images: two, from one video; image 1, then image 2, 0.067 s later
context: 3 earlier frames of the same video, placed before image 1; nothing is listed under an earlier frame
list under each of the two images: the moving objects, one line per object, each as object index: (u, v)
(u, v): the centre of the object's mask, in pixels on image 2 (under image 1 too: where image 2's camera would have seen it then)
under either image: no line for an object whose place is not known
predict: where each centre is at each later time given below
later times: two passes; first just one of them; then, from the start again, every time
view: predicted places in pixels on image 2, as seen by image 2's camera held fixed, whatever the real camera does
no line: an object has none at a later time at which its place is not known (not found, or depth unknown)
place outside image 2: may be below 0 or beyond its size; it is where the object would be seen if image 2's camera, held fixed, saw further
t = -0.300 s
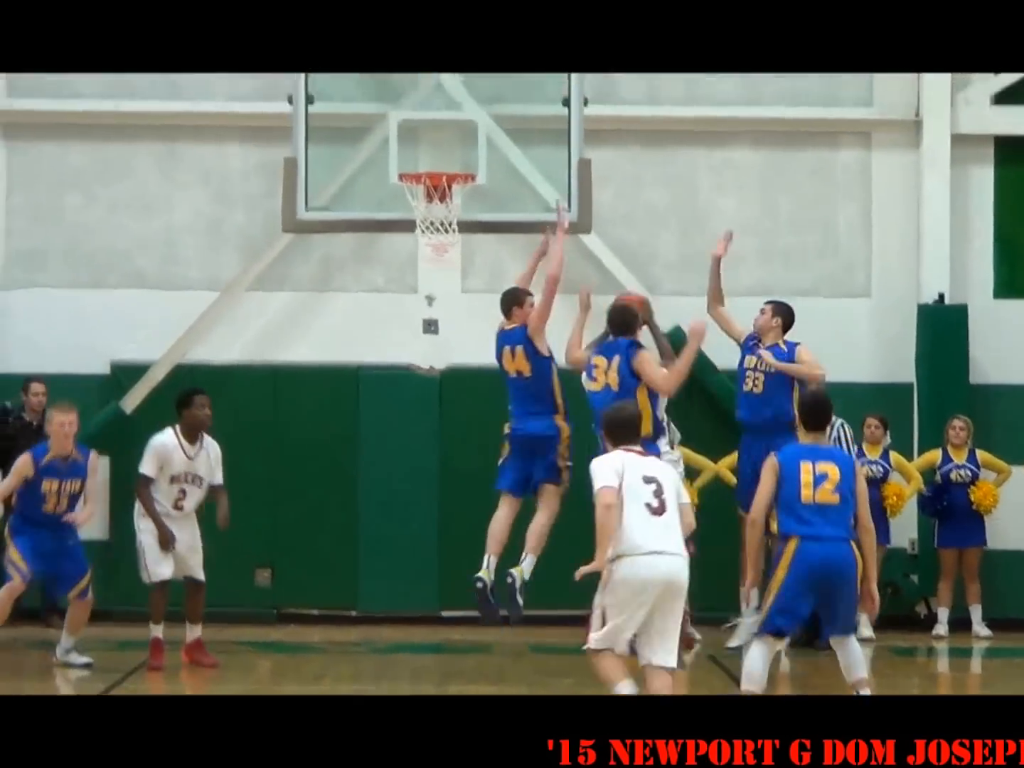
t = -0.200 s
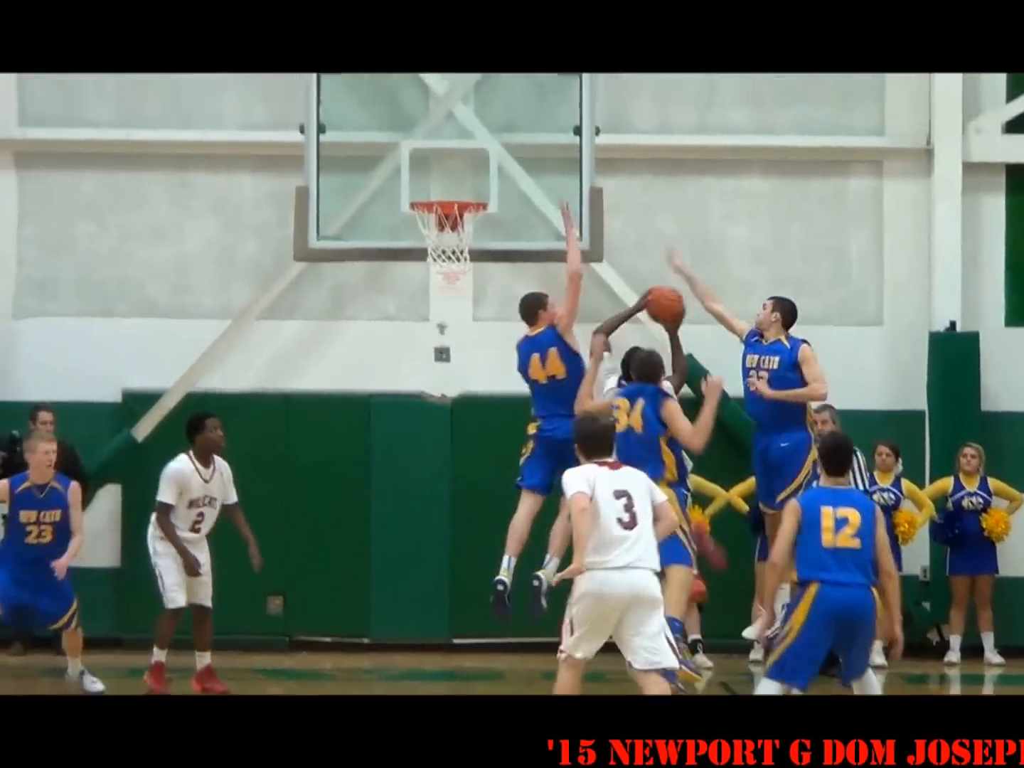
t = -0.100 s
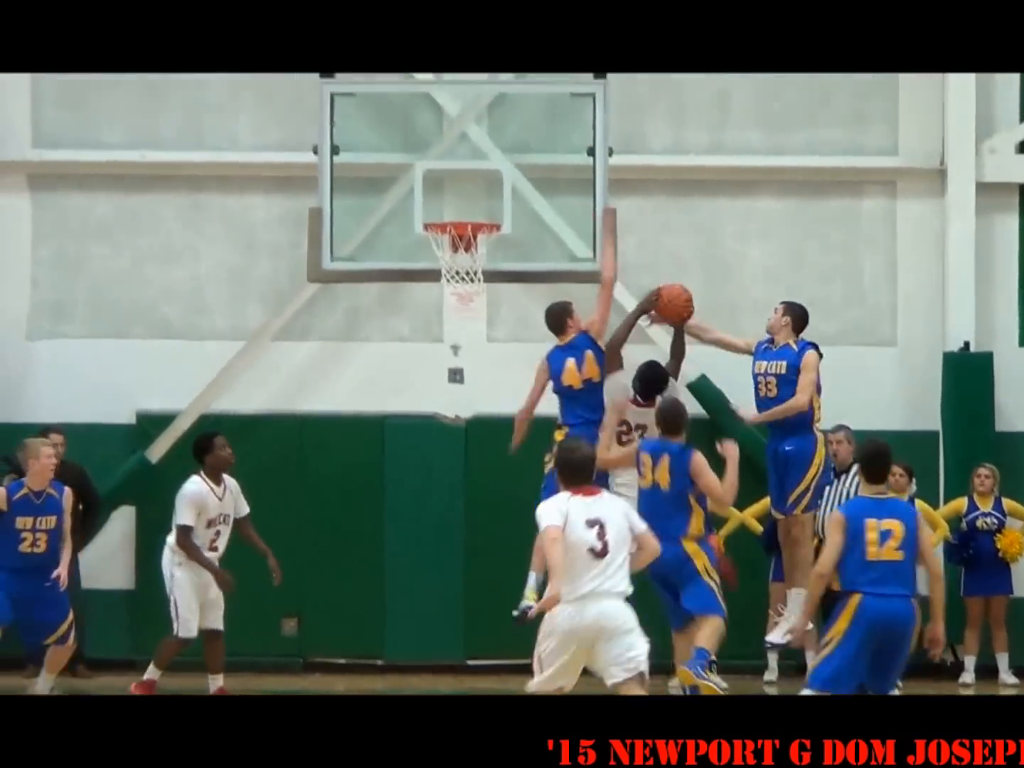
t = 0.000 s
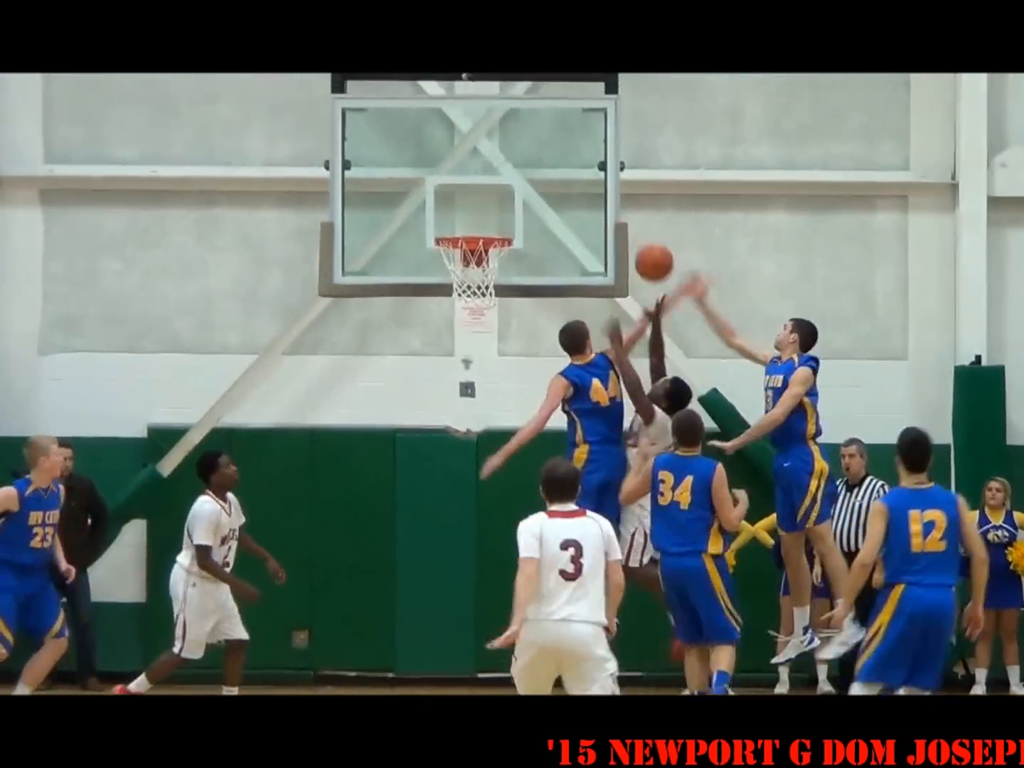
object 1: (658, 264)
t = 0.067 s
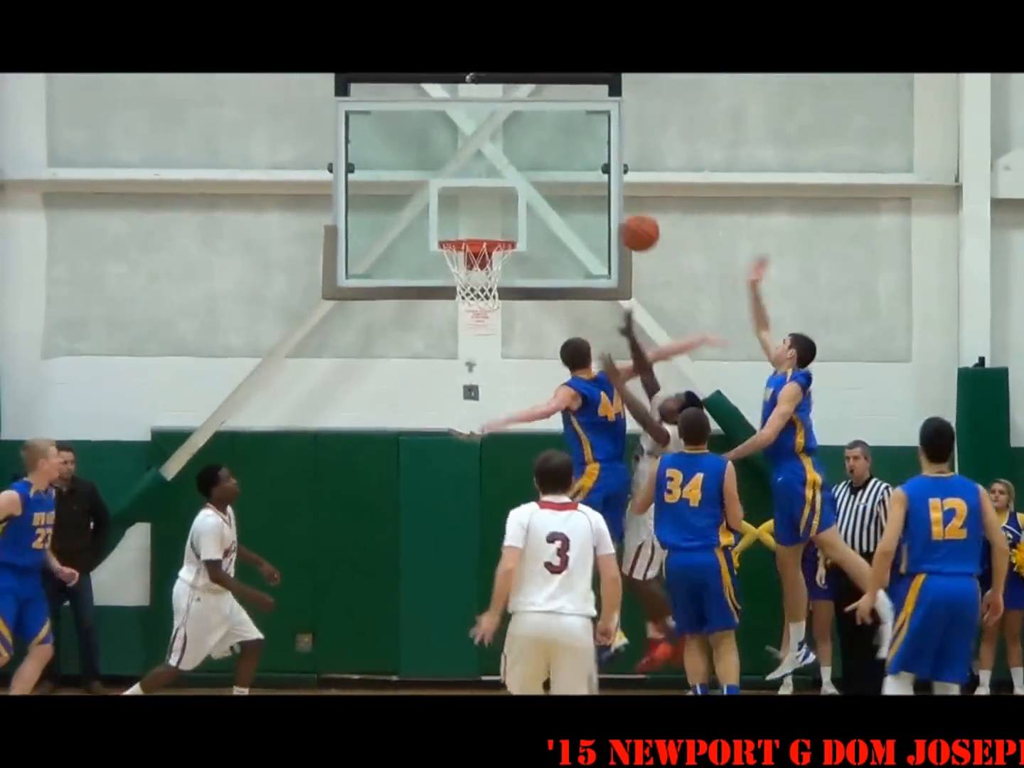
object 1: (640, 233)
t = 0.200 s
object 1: (604, 187)
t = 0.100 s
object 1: (631, 219)
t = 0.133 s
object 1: (622, 207)
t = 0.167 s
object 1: (613, 196)
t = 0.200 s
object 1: (604, 187)
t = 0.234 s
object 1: (595, 181)
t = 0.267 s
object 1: (587, 175)
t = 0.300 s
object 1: (578, 172)
